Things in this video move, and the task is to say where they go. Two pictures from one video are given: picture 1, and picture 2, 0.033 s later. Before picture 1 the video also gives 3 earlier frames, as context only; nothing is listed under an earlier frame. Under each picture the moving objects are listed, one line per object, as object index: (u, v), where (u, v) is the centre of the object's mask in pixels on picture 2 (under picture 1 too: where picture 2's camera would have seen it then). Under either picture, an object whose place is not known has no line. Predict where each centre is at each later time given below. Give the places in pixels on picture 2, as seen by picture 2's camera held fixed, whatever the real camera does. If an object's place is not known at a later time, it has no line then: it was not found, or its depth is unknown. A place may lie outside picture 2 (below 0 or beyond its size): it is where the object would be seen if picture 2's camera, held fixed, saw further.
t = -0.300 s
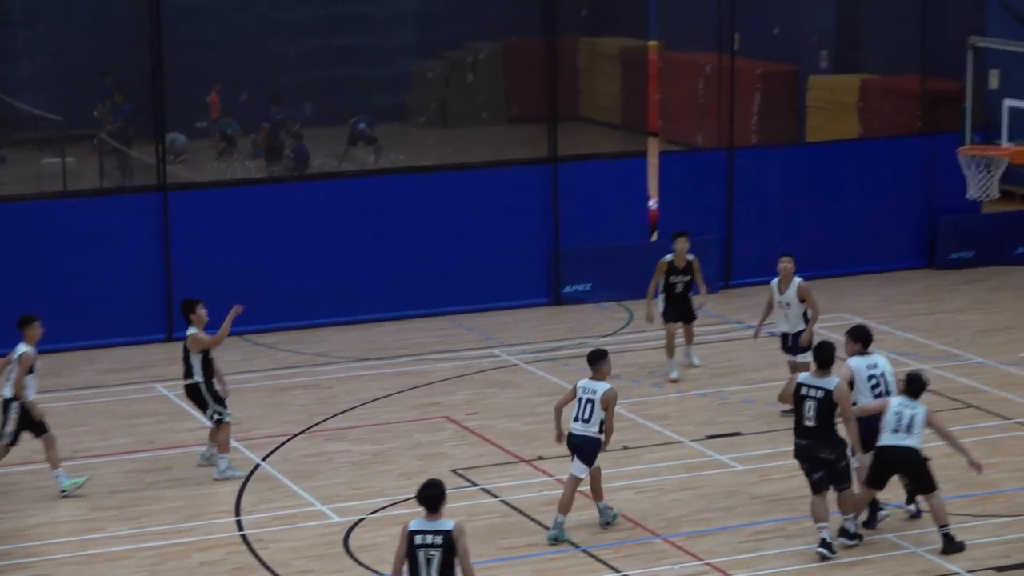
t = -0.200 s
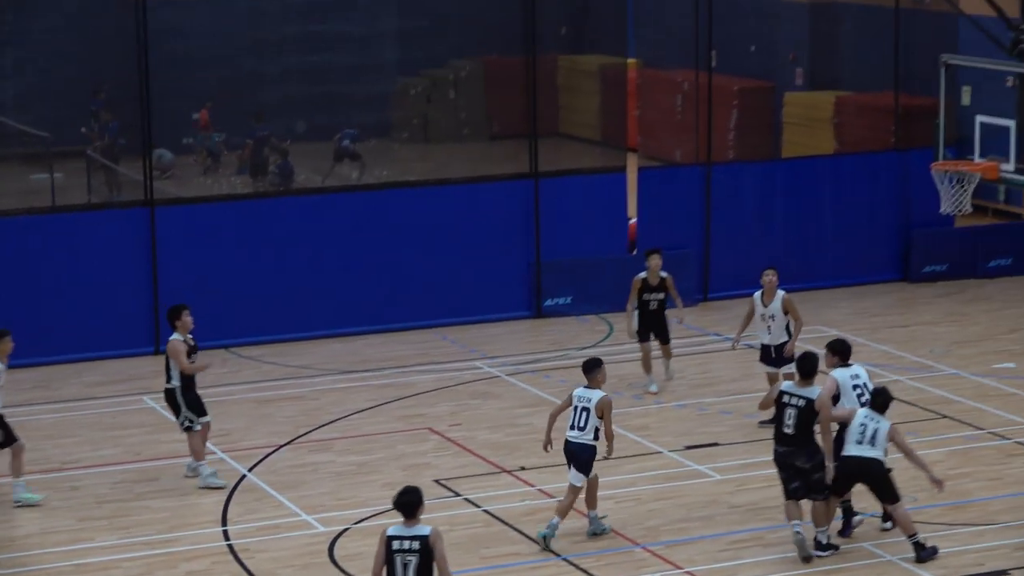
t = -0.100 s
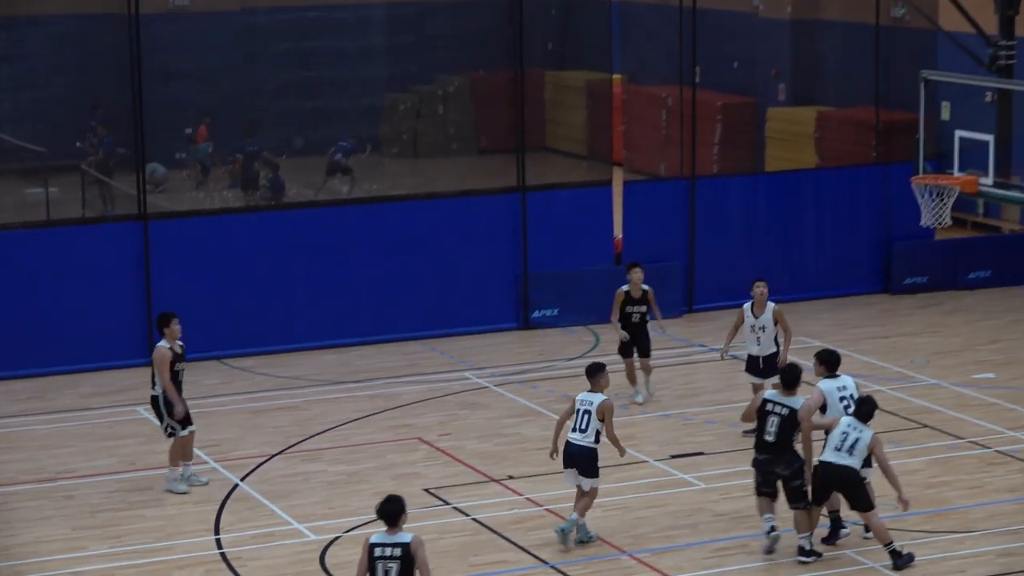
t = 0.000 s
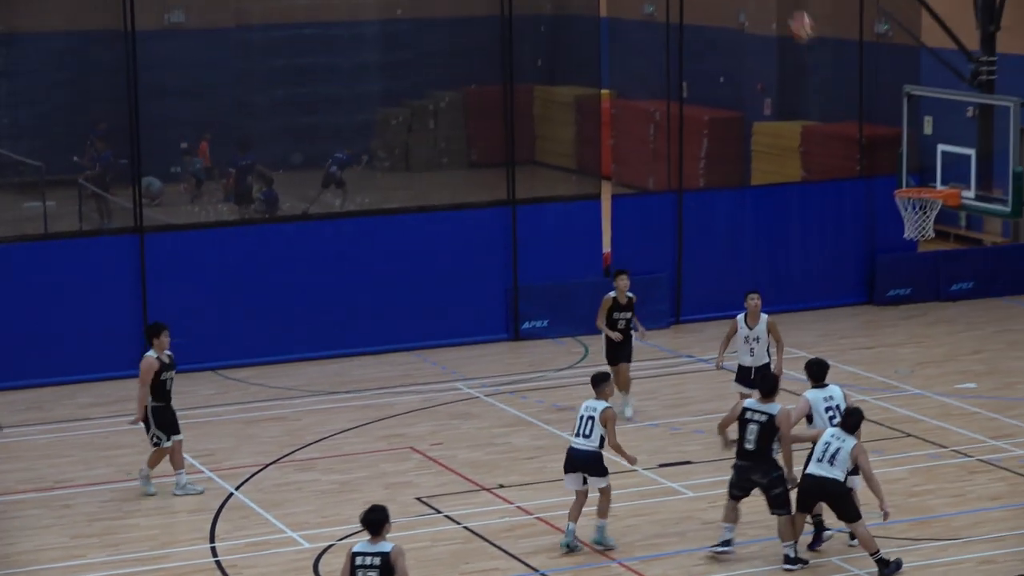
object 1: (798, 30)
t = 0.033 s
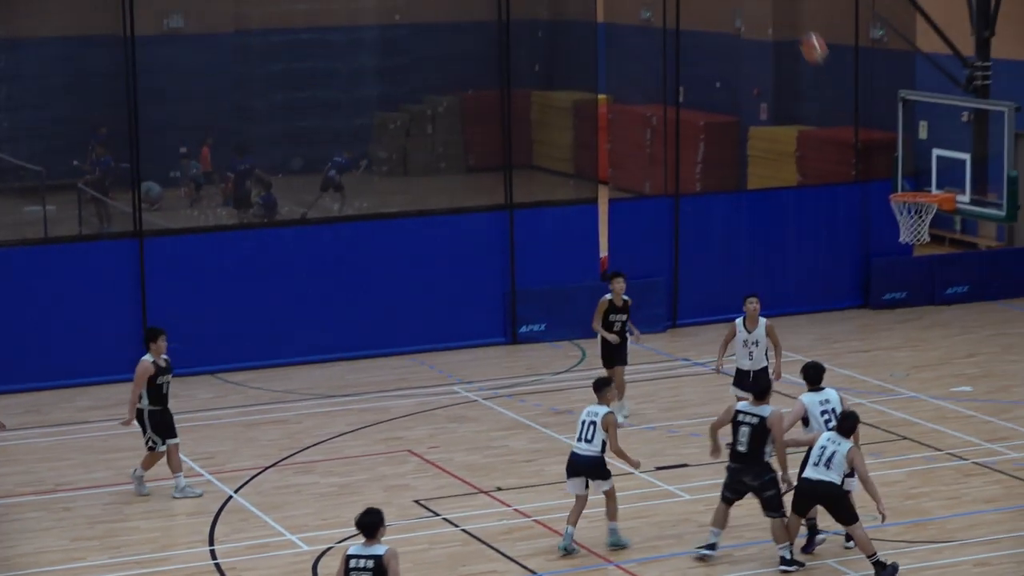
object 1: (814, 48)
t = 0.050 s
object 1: (821, 57)
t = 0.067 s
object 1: (829, 66)
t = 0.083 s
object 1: (837, 75)
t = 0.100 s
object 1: (845, 84)
